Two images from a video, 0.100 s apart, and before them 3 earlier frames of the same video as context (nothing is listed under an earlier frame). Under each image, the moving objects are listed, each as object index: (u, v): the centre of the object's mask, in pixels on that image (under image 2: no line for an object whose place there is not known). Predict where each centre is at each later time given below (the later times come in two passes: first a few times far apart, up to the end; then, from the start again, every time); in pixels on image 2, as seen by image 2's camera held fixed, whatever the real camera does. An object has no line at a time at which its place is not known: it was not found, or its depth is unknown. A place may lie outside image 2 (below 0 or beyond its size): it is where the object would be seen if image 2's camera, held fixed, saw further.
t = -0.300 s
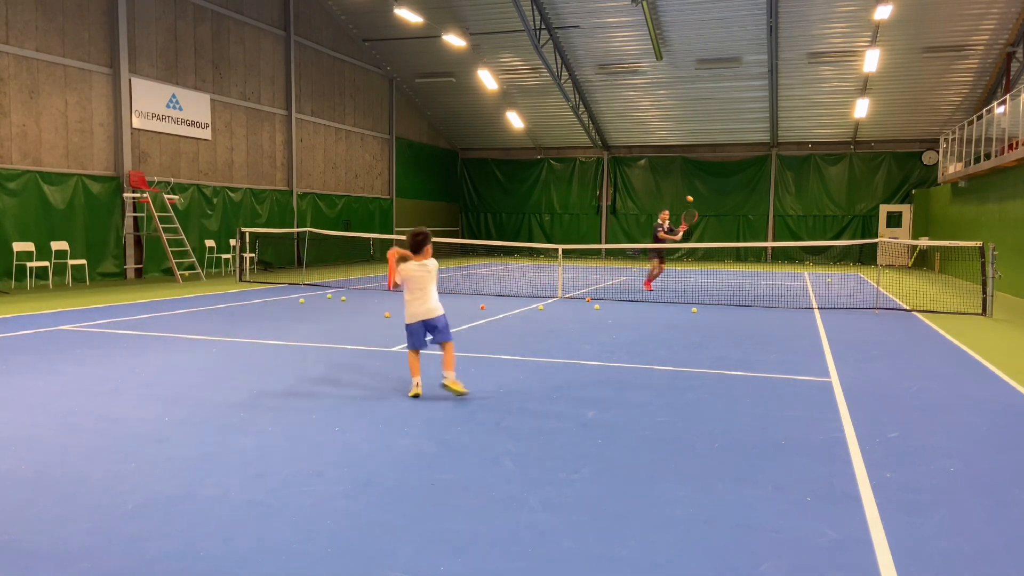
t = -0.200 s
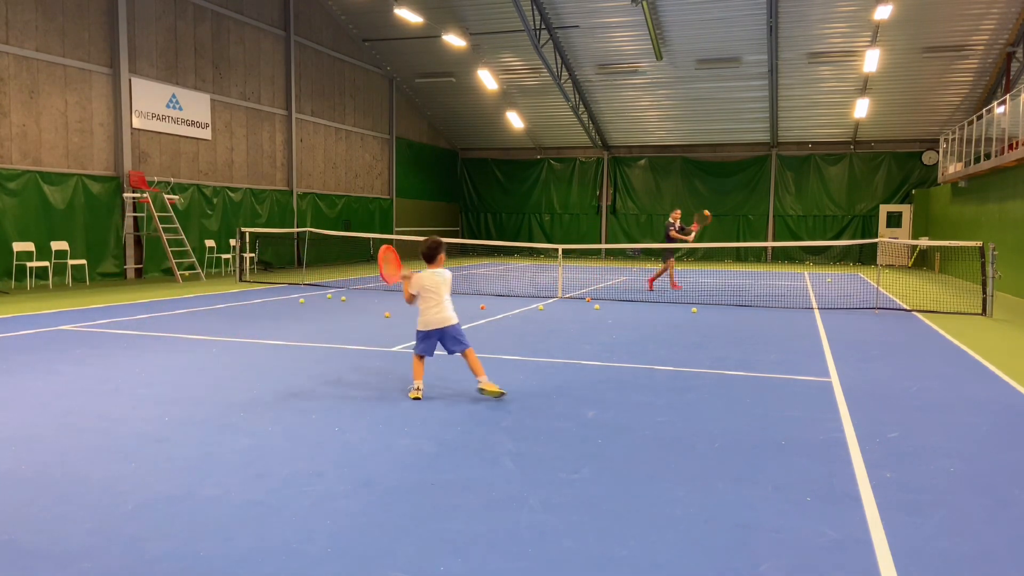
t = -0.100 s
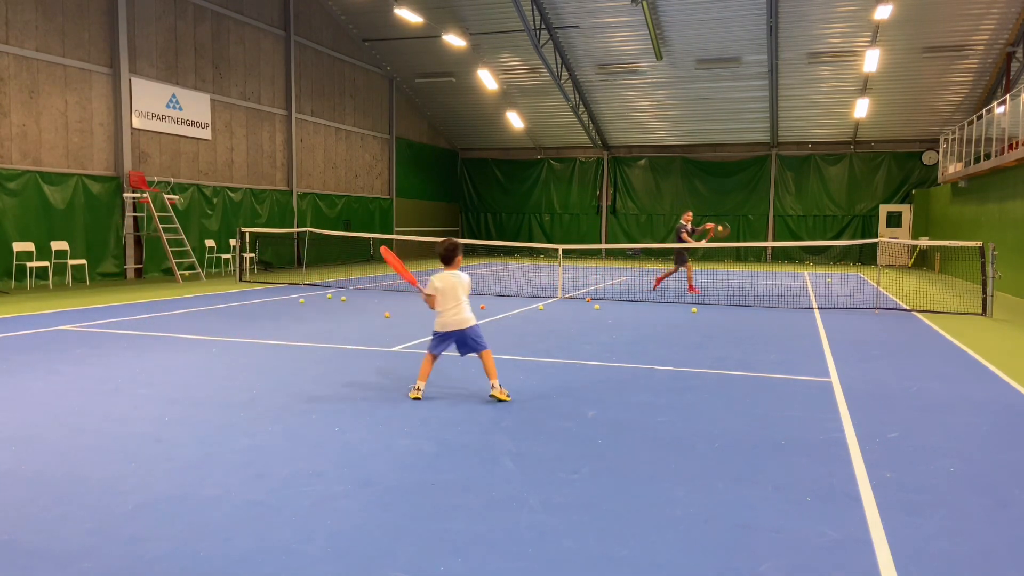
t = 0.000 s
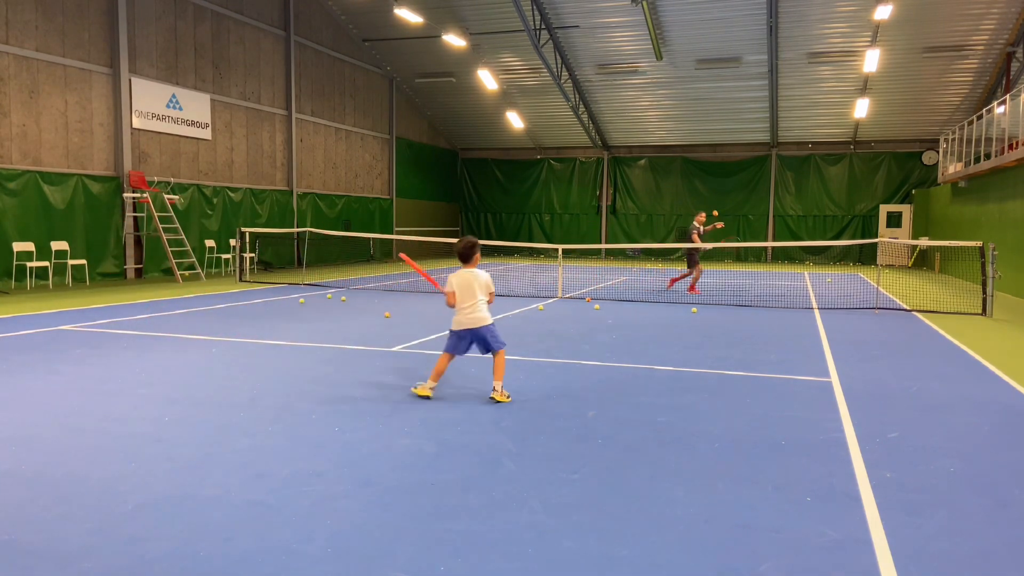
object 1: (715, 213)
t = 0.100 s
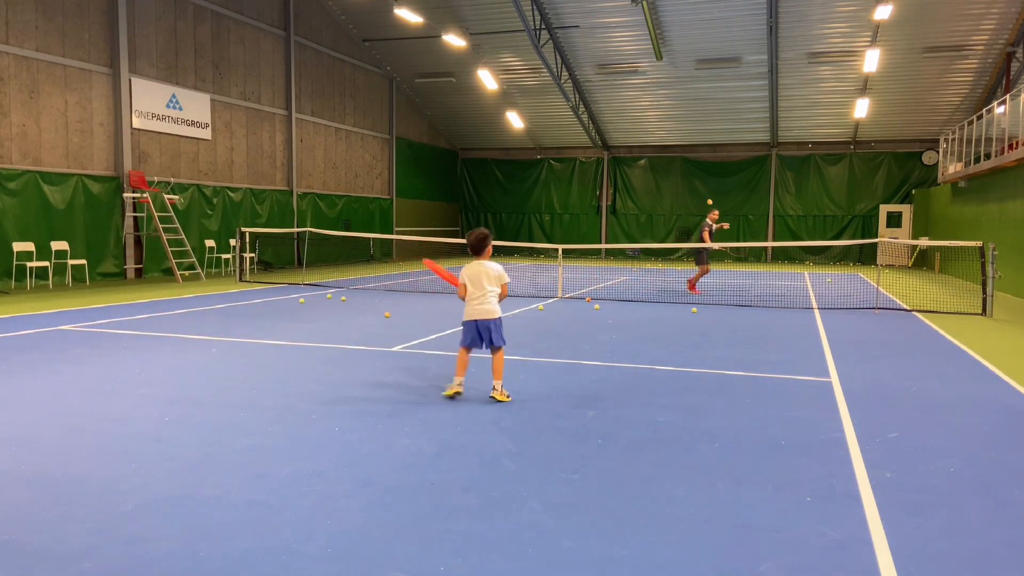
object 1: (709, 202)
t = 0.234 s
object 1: (700, 195)
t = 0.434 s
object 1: (682, 206)
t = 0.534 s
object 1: (671, 224)
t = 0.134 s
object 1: (707, 199)
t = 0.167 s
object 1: (705, 197)
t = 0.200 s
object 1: (703, 195)
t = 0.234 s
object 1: (700, 195)
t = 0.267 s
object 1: (698, 195)
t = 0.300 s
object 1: (695, 195)
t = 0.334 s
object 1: (692, 197)
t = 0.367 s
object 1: (689, 199)
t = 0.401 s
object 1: (686, 202)
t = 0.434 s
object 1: (682, 206)
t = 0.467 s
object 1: (679, 211)
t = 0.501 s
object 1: (675, 217)
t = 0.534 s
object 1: (671, 224)
